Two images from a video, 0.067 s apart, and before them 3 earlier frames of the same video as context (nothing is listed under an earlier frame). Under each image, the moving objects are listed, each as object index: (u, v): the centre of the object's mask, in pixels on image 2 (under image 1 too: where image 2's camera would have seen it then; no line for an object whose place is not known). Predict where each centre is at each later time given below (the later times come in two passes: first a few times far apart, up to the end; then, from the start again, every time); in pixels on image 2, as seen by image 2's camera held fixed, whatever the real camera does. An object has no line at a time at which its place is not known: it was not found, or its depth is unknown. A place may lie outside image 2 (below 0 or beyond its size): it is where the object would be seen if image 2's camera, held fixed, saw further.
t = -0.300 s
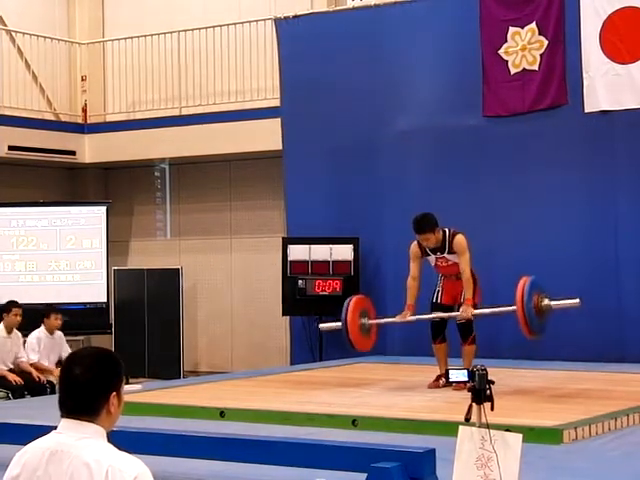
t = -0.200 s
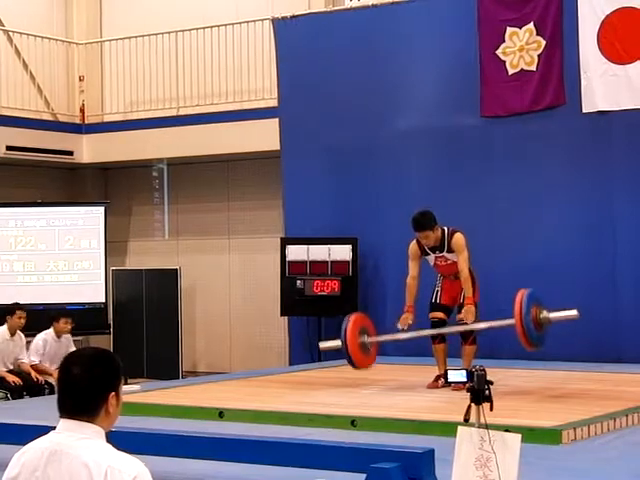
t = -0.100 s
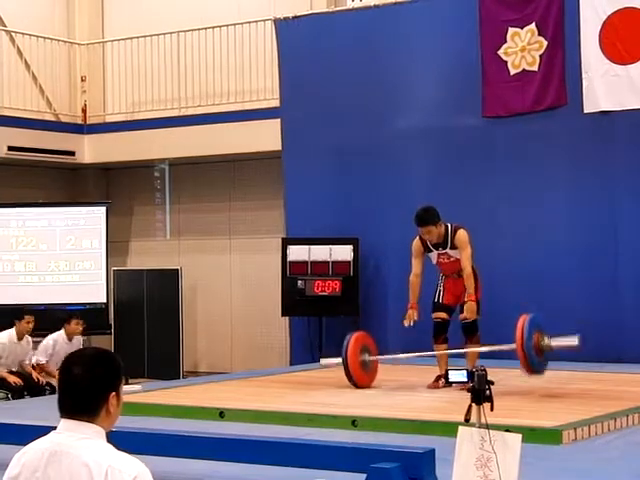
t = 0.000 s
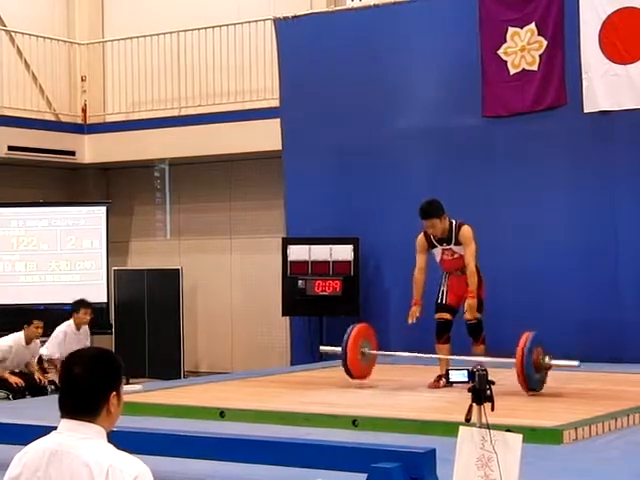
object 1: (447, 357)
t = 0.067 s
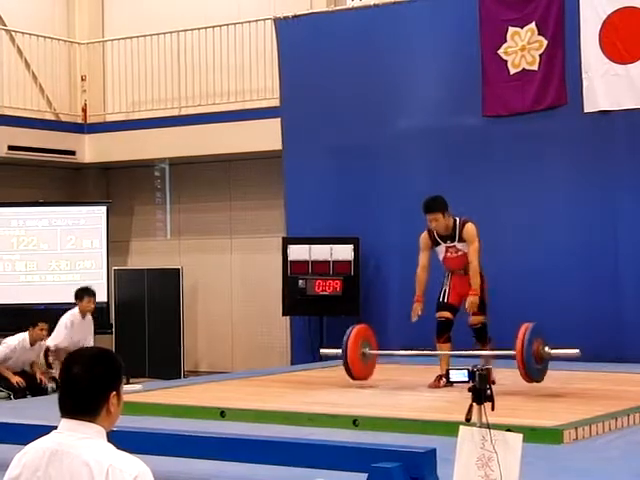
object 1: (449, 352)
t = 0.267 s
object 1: (447, 359)
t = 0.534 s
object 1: (447, 362)
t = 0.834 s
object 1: (448, 362)
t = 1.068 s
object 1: (449, 362)
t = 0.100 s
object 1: (447, 353)
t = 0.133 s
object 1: (448, 354)
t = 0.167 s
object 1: (449, 354)
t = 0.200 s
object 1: (450, 355)
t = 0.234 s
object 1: (449, 356)
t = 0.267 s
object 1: (447, 359)
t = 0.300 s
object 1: (447, 362)
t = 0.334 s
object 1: (447, 361)
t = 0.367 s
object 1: (447, 360)
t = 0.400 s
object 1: (447, 359)
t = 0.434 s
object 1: (447, 359)
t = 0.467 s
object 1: (447, 360)
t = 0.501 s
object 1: (447, 362)
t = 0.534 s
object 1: (447, 362)
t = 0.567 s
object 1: (447, 361)
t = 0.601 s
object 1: (448, 362)
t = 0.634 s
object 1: (447, 362)
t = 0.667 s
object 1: (448, 362)
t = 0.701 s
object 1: (448, 362)
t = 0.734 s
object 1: (448, 362)
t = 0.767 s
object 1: (448, 362)
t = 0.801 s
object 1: (448, 362)
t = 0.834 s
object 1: (448, 362)
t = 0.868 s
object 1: (449, 362)
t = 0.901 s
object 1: (448, 362)
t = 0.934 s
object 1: (449, 362)
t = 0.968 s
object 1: (449, 362)
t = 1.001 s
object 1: (448, 362)
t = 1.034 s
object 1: (449, 362)
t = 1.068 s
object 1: (449, 362)
